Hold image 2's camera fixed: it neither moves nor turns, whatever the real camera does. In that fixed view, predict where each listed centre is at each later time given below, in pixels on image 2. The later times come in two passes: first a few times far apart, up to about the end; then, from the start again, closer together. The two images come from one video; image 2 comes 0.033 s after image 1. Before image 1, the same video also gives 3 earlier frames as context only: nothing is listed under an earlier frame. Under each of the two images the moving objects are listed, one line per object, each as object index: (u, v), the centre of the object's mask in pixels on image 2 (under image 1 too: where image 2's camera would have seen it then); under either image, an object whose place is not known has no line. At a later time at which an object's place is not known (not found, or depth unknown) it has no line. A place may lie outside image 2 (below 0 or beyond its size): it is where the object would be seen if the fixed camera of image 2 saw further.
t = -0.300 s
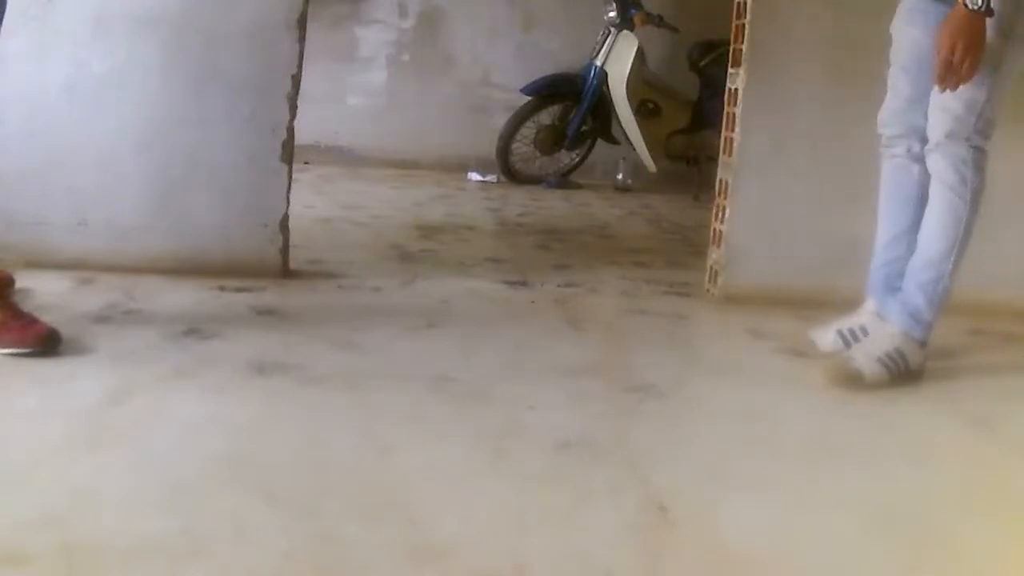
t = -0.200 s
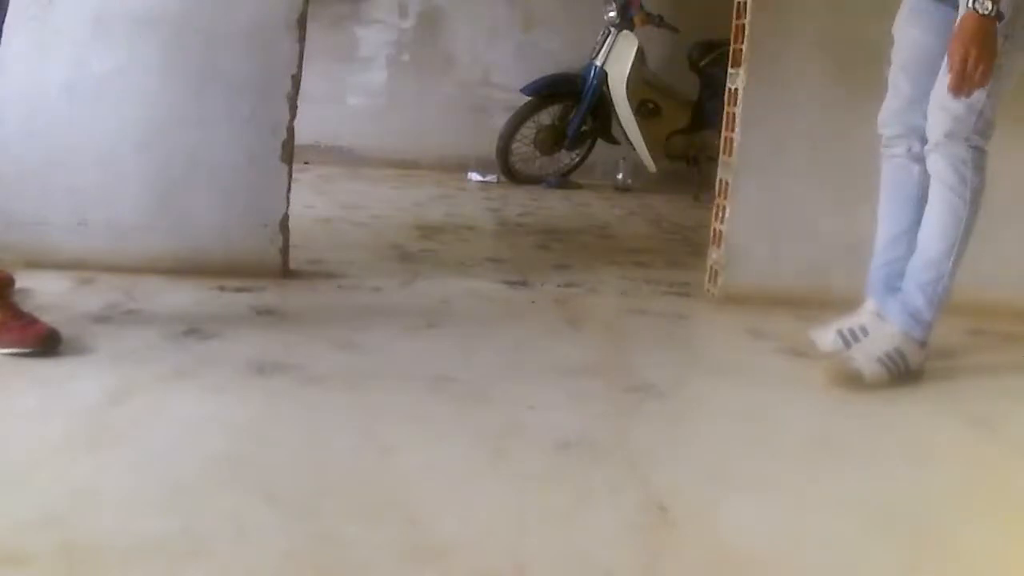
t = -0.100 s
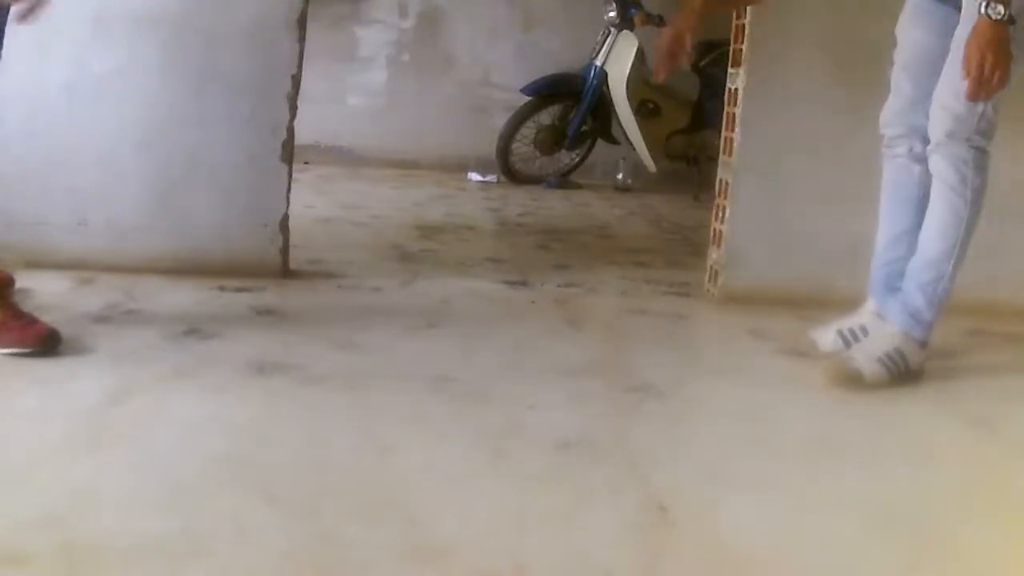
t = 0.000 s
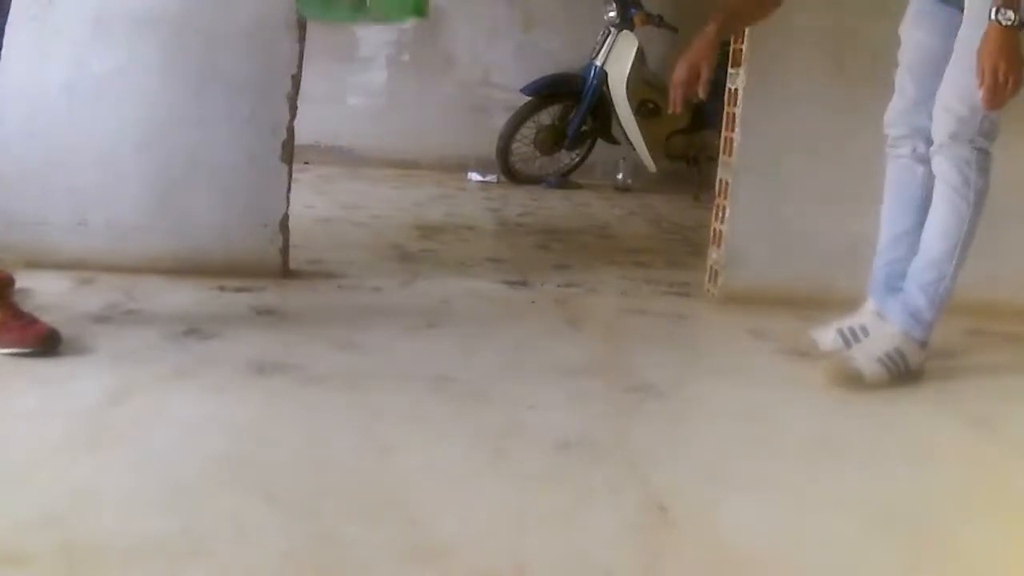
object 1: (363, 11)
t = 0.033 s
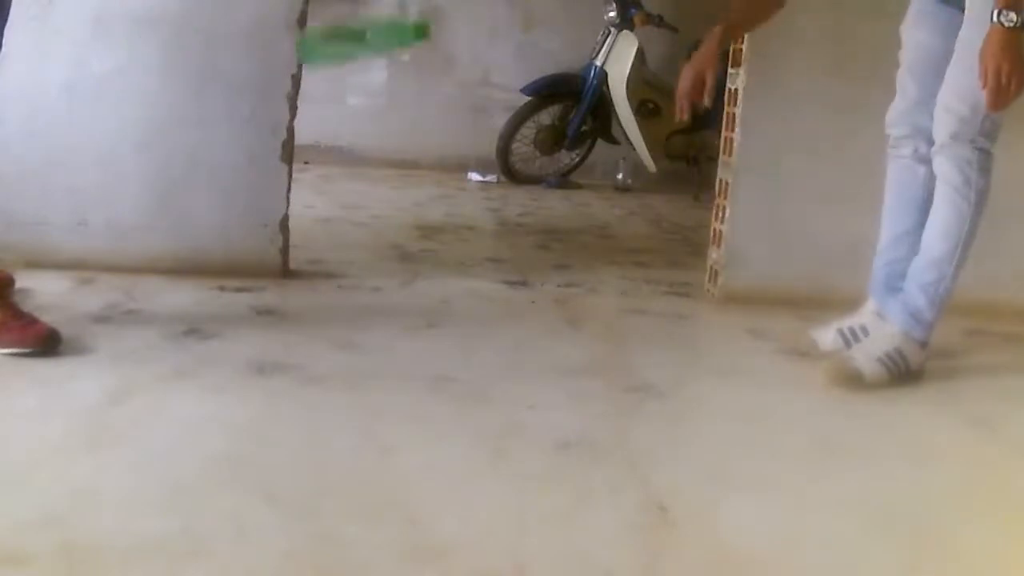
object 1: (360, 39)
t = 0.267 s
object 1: (376, 320)
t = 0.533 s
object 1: (409, 350)
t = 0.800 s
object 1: (412, 345)
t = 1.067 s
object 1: (416, 340)
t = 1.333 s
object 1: (419, 334)
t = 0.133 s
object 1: (361, 189)
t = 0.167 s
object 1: (361, 254)
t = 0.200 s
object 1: (364, 313)
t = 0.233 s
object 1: (370, 315)
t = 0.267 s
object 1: (376, 320)
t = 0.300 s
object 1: (383, 323)
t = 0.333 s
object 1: (390, 333)
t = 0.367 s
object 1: (395, 348)
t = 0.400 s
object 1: (405, 350)
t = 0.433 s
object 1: (409, 351)
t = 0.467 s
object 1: (409, 351)
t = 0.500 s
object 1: (409, 351)
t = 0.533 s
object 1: (409, 350)
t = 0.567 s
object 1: (410, 350)
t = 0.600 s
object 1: (410, 350)
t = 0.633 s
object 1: (410, 348)
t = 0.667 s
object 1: (410, 348)
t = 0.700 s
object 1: (411, 347)
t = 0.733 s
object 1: (412, 346)
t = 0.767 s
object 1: (413, 346)
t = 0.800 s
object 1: (412, 345)
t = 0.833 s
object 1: (414, 344)
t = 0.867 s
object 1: (414, 343)
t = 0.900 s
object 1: (415, 343)
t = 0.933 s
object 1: (416, 342)
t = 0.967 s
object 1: (416, 341)
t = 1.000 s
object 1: (416, 341)
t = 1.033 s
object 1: (416, 341)
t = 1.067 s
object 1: (416, 340)
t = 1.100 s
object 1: (417, 339)
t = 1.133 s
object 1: (417, 337)
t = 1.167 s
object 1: (417, 337)
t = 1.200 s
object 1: (417, 336)
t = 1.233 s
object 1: (418, 335)
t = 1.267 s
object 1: (418, 335)
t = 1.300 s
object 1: (419, 335)
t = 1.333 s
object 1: (419, 334)
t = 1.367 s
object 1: (420, 333)
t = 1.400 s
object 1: (420, 333)
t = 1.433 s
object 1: (420, 333)
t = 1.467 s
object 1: (420, 333)
